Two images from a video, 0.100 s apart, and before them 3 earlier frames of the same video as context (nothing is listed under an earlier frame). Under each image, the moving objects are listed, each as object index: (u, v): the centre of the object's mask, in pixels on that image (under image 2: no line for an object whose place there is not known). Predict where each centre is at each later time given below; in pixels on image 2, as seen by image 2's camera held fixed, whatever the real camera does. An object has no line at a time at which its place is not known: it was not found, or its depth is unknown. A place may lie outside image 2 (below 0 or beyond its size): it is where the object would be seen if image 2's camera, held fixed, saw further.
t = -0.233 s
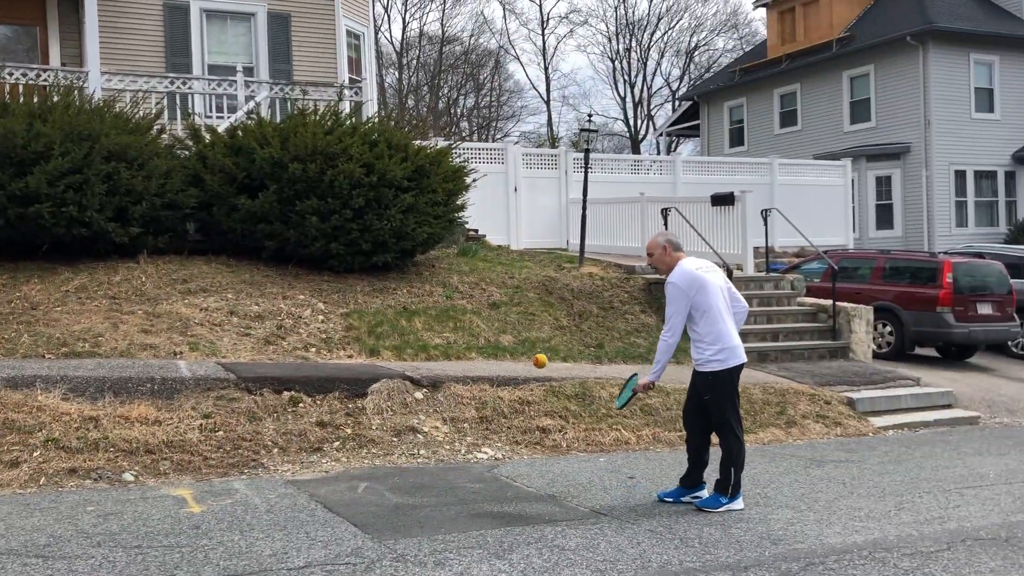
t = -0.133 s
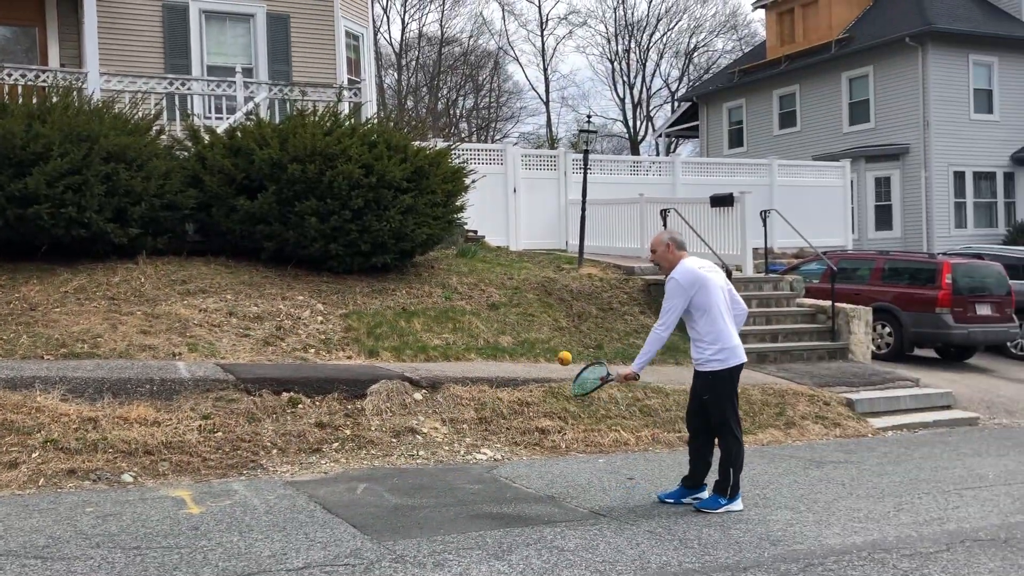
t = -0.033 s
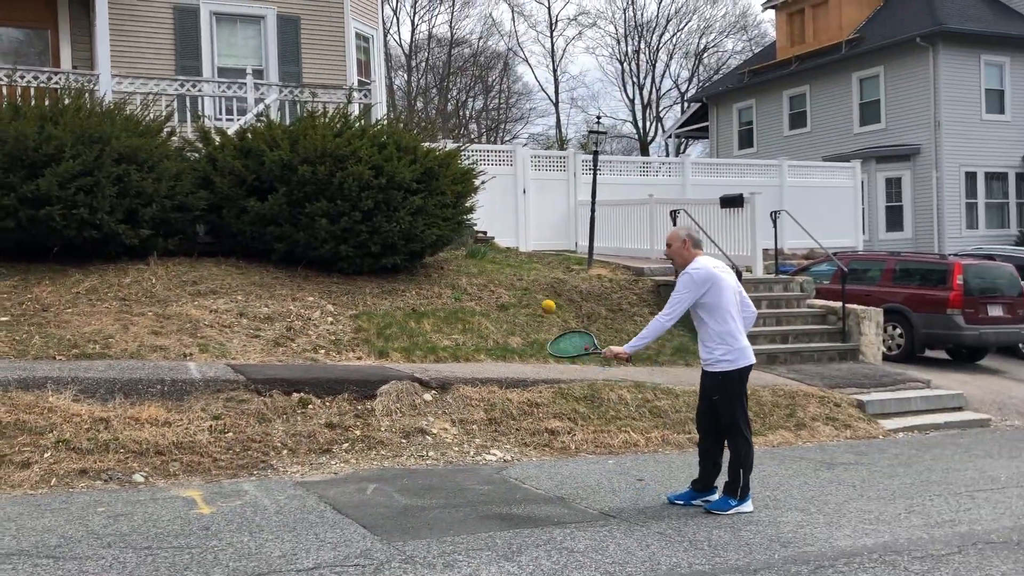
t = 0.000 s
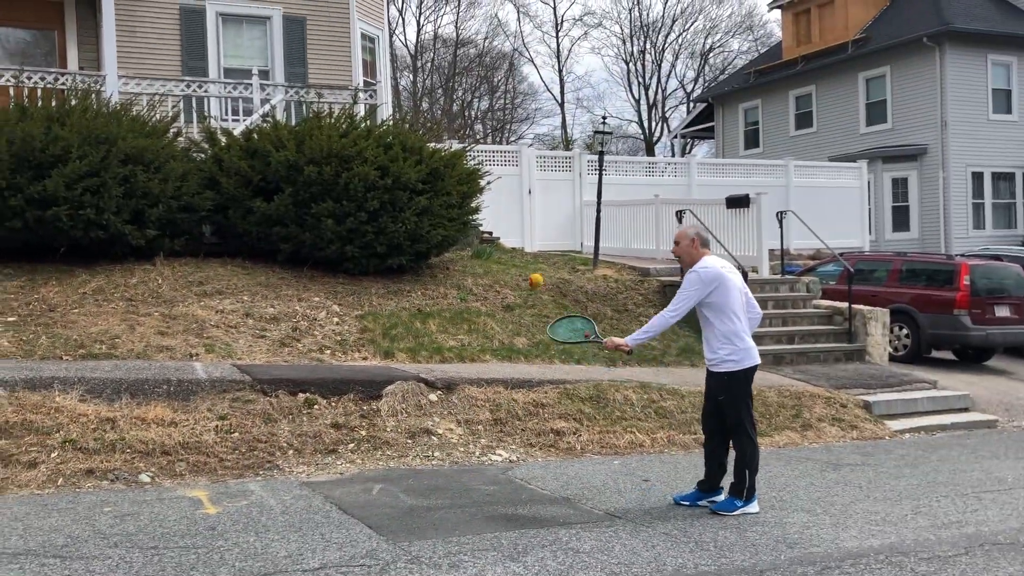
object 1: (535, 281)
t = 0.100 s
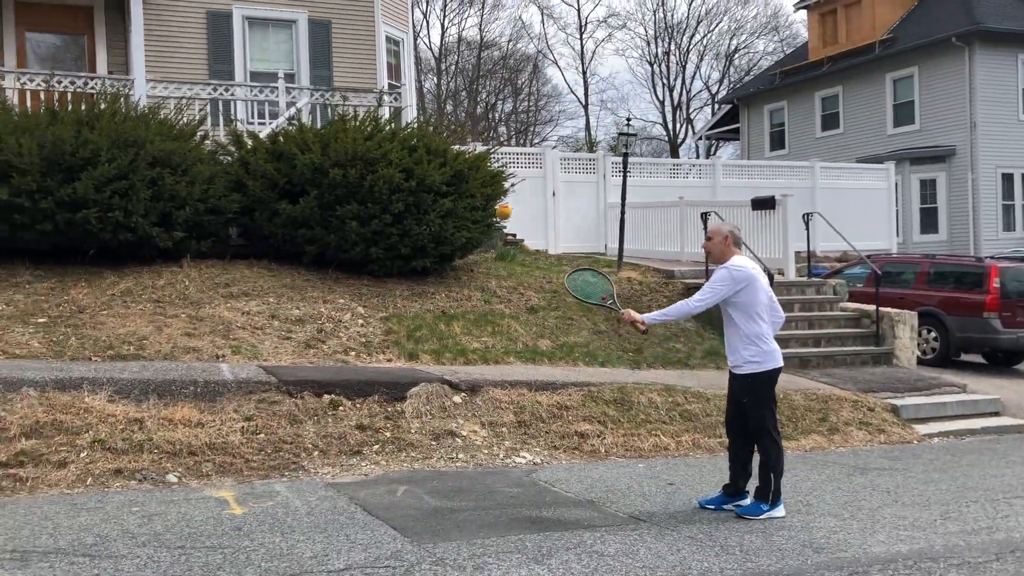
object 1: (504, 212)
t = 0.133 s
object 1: (485, 191)
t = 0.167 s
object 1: (465, 172)
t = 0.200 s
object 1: (446, 155)
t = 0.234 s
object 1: (426, 139)
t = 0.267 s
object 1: (407, 124)
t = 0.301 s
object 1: (388, 112)
